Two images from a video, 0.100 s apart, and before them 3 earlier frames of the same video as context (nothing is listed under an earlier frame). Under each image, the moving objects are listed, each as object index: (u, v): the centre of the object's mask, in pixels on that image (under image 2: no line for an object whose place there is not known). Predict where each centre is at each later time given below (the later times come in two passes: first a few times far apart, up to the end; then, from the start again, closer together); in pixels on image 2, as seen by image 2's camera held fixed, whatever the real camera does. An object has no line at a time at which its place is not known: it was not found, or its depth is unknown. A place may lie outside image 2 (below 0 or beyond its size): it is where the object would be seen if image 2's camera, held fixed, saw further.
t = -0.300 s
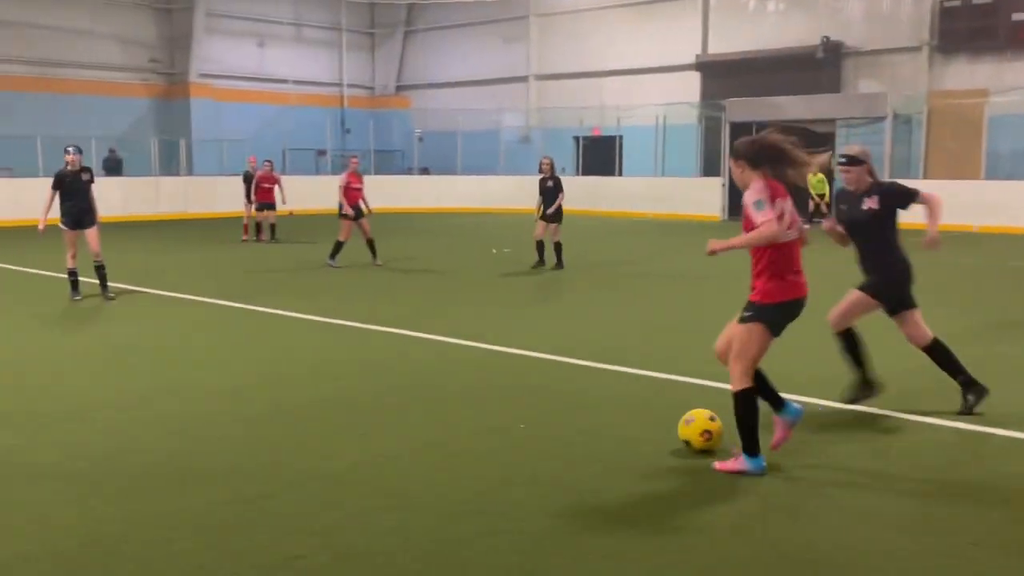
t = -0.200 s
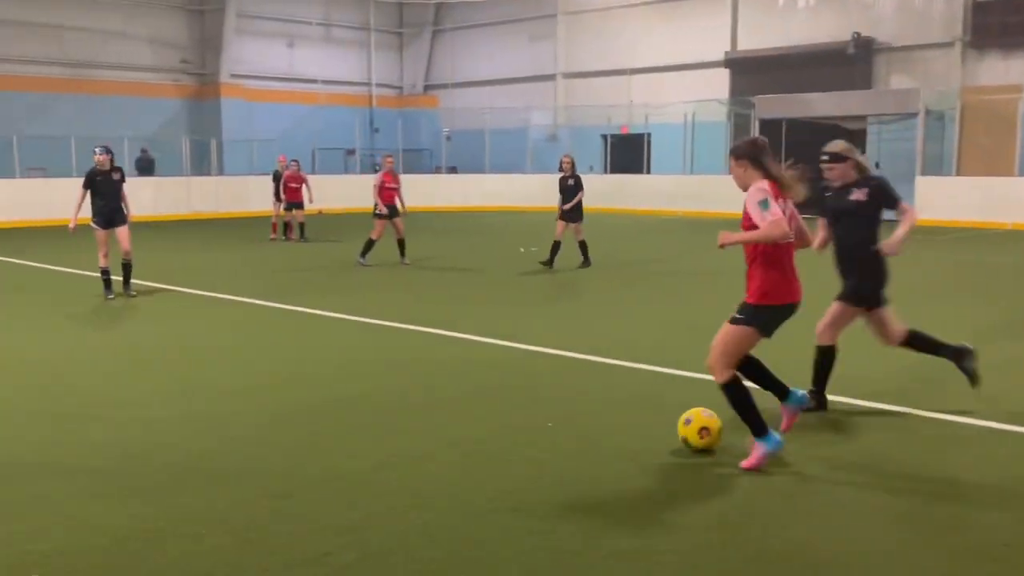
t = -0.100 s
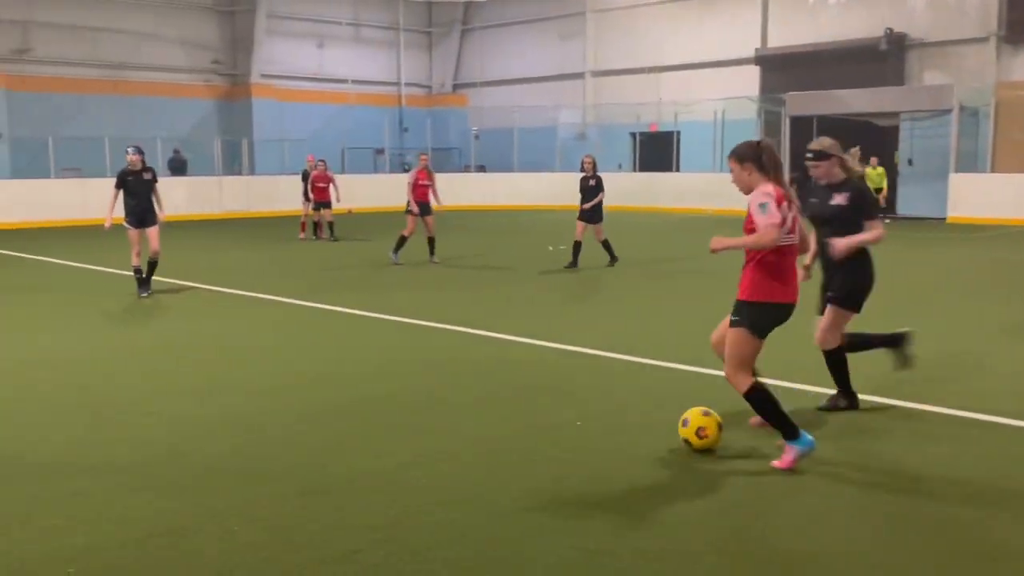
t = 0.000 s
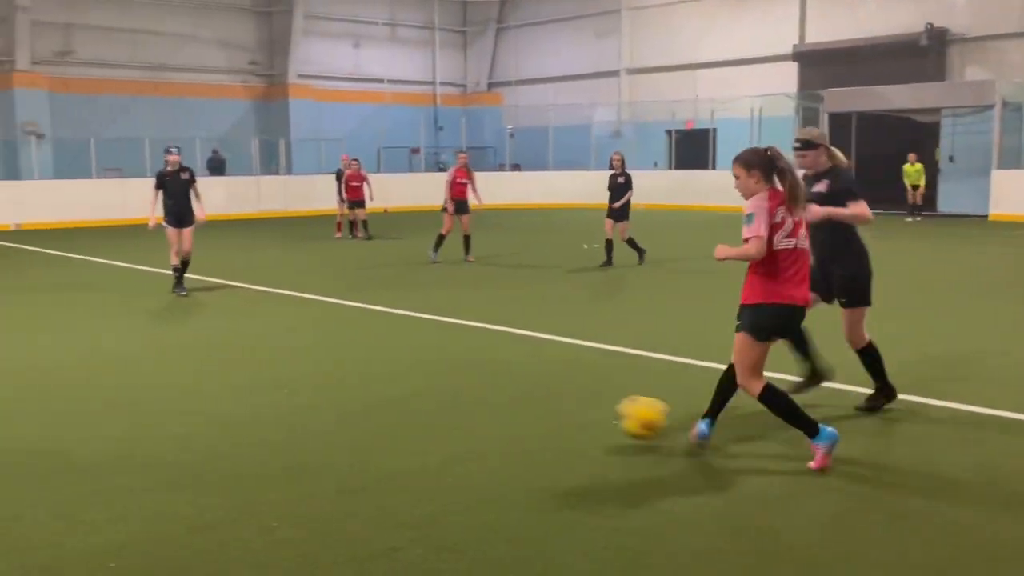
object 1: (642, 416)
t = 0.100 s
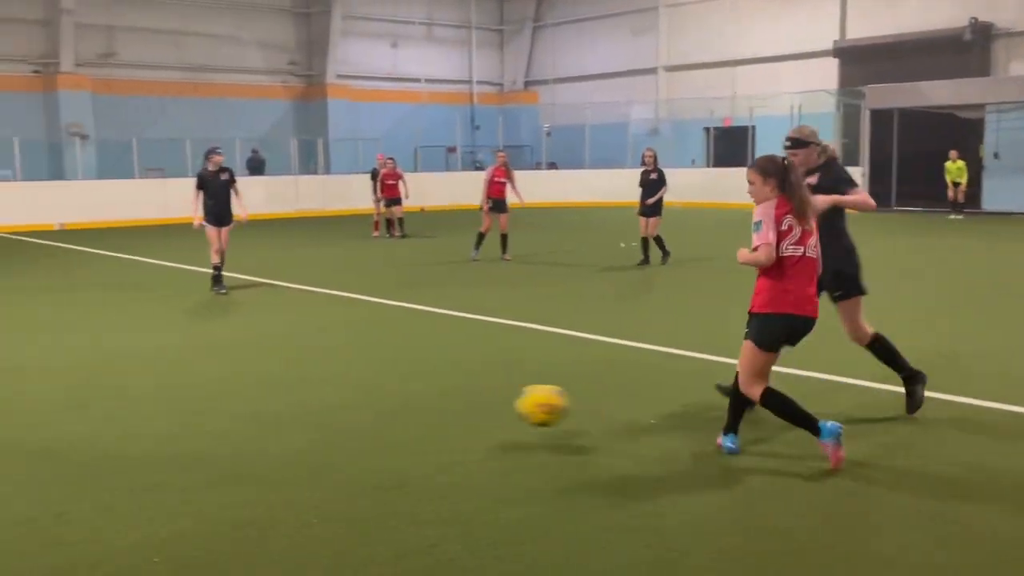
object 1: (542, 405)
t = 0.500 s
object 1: (95, 417)
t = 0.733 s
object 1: (-93, 410)
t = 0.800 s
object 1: (-144, 406)
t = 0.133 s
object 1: (499, 405)
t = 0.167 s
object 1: (459, 407)
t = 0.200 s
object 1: (417, 412)
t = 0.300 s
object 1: (300, 413)
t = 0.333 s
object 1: (265, 409)
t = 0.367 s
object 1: (230, 407)
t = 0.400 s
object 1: (195, 407)
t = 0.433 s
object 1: (161, 409)
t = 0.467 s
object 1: (127, 414)
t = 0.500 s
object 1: (95, 417)
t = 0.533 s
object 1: (67, 409)
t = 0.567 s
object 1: (40, 404)
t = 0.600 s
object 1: (11, 401)
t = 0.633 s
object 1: (-16, 401)
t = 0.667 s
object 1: (-41, 402)
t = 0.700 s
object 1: (-68, 405)
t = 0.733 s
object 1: (-93, 410)
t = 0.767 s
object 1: (-119, 411)
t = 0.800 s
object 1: (-144, 406)
